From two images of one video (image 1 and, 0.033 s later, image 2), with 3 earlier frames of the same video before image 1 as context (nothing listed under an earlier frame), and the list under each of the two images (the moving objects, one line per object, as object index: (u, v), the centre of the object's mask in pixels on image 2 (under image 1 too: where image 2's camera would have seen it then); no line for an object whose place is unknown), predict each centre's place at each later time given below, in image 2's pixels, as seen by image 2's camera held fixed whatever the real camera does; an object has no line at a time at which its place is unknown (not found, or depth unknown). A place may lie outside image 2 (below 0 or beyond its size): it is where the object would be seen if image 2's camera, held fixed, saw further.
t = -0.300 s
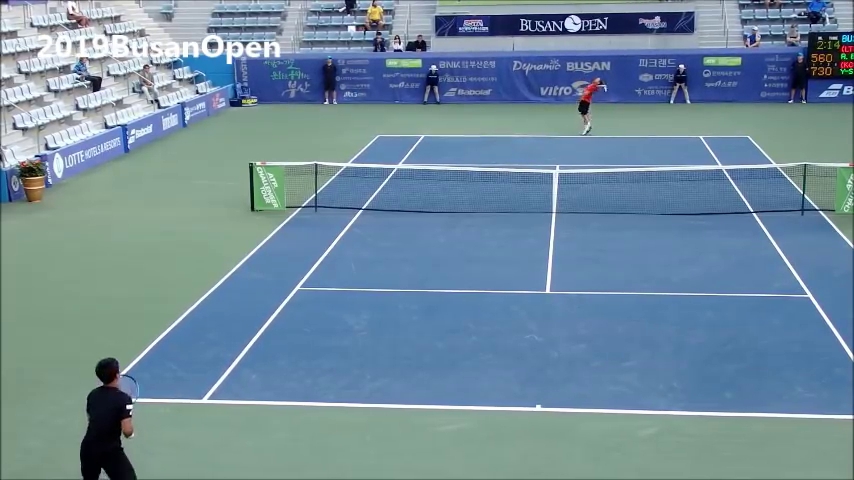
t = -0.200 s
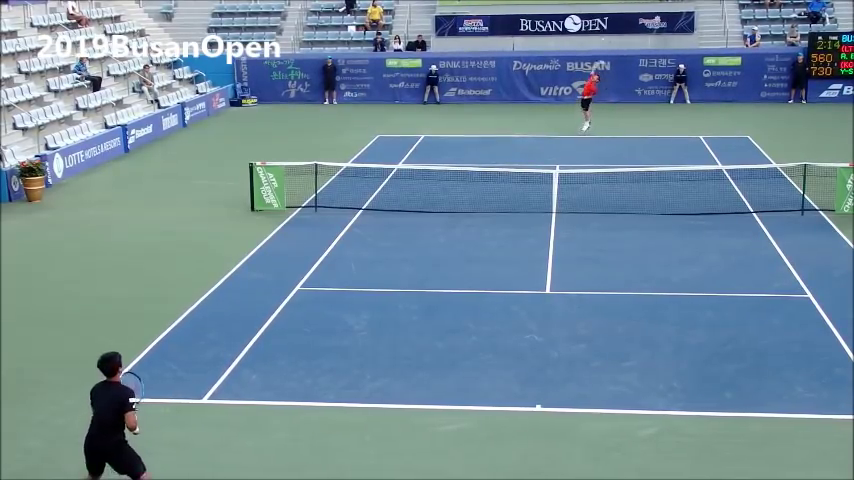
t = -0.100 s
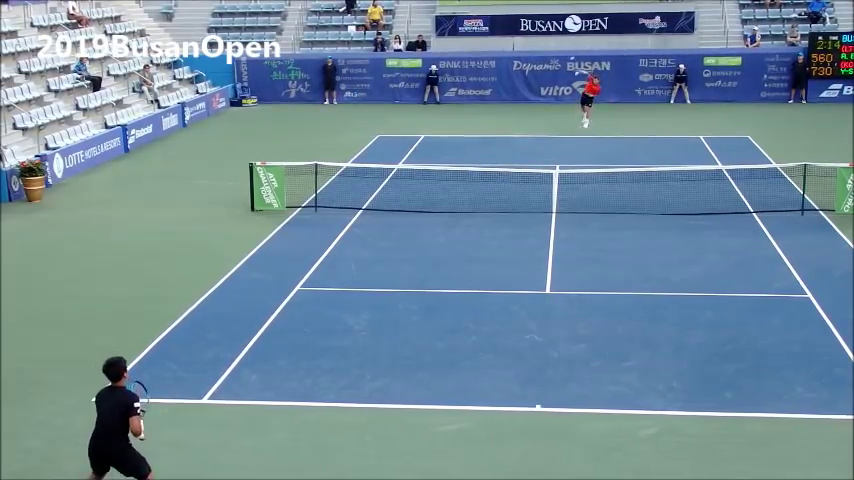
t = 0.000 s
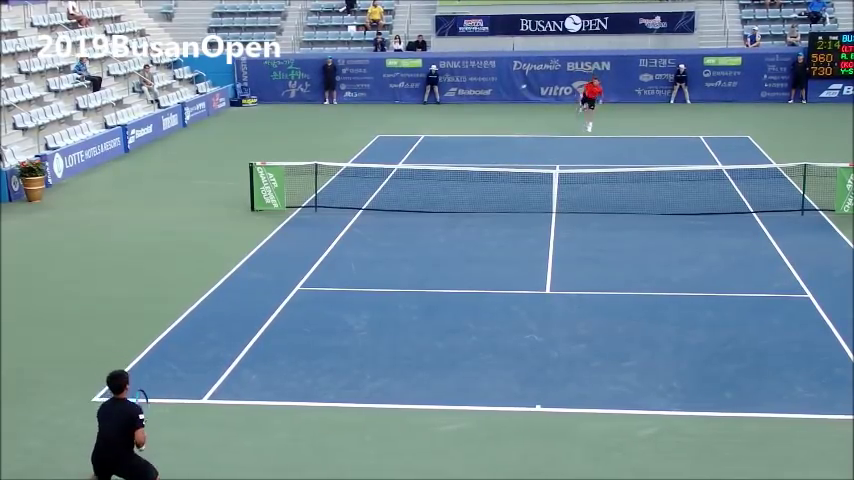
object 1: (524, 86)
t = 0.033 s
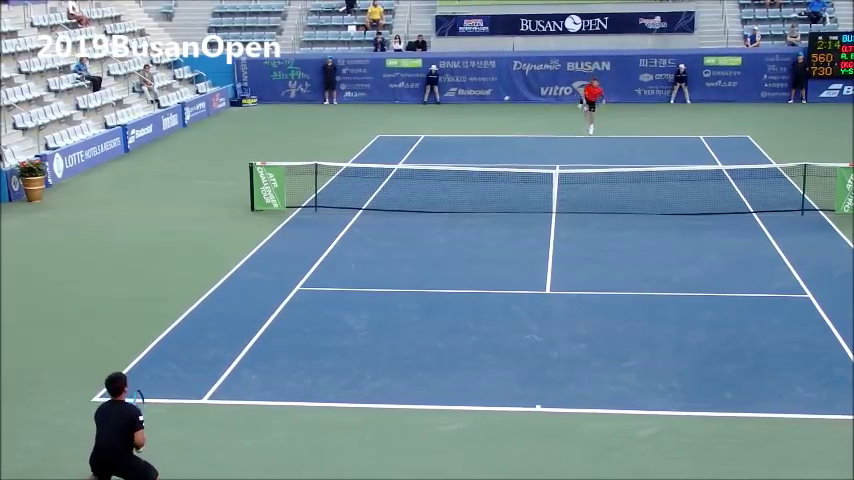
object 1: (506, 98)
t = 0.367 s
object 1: (303, 296)
